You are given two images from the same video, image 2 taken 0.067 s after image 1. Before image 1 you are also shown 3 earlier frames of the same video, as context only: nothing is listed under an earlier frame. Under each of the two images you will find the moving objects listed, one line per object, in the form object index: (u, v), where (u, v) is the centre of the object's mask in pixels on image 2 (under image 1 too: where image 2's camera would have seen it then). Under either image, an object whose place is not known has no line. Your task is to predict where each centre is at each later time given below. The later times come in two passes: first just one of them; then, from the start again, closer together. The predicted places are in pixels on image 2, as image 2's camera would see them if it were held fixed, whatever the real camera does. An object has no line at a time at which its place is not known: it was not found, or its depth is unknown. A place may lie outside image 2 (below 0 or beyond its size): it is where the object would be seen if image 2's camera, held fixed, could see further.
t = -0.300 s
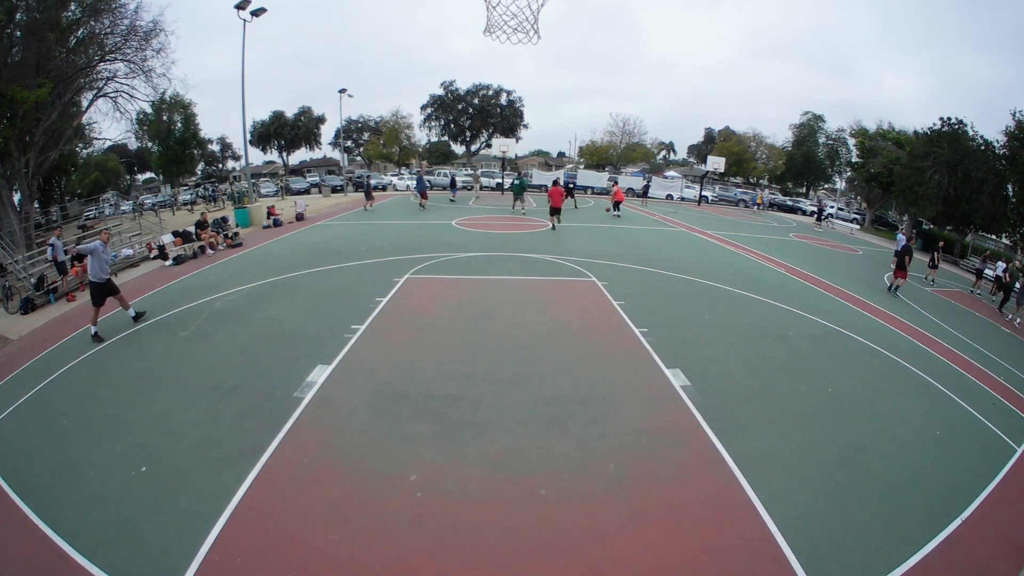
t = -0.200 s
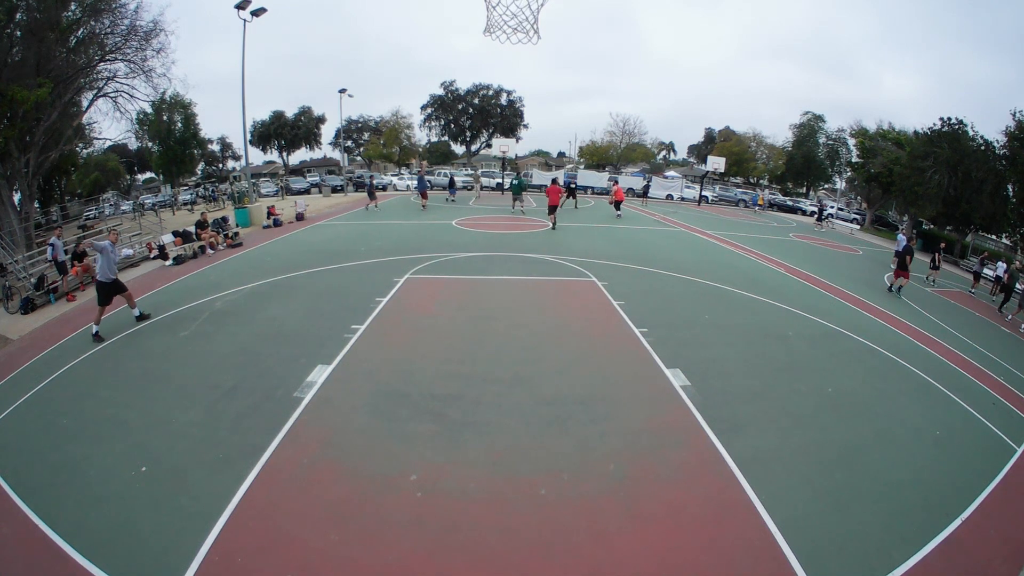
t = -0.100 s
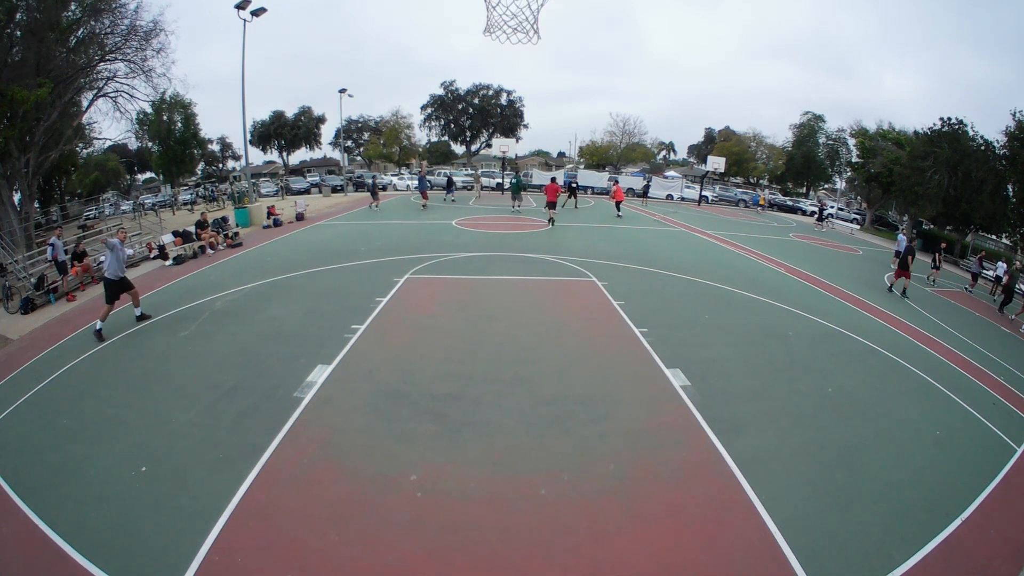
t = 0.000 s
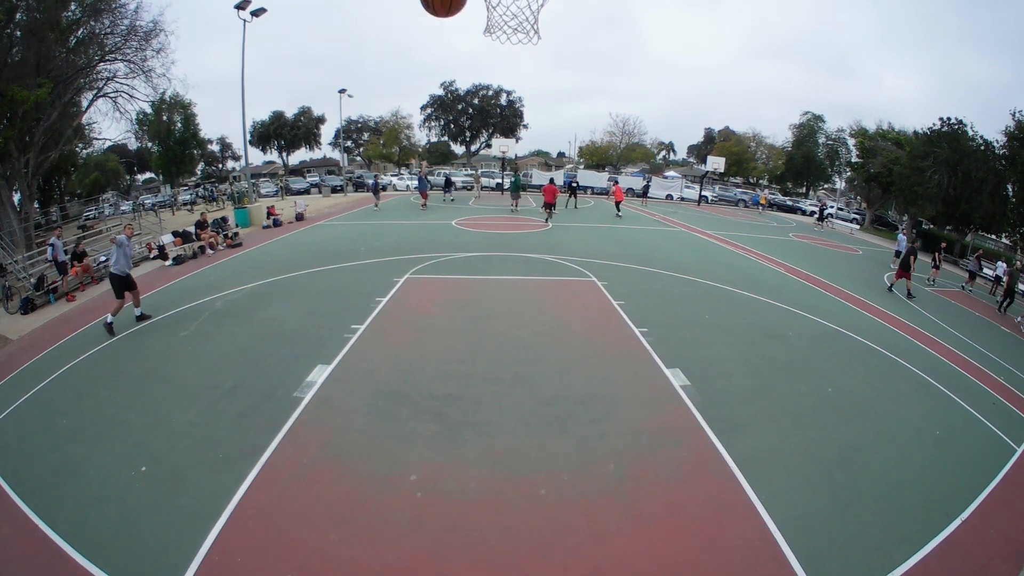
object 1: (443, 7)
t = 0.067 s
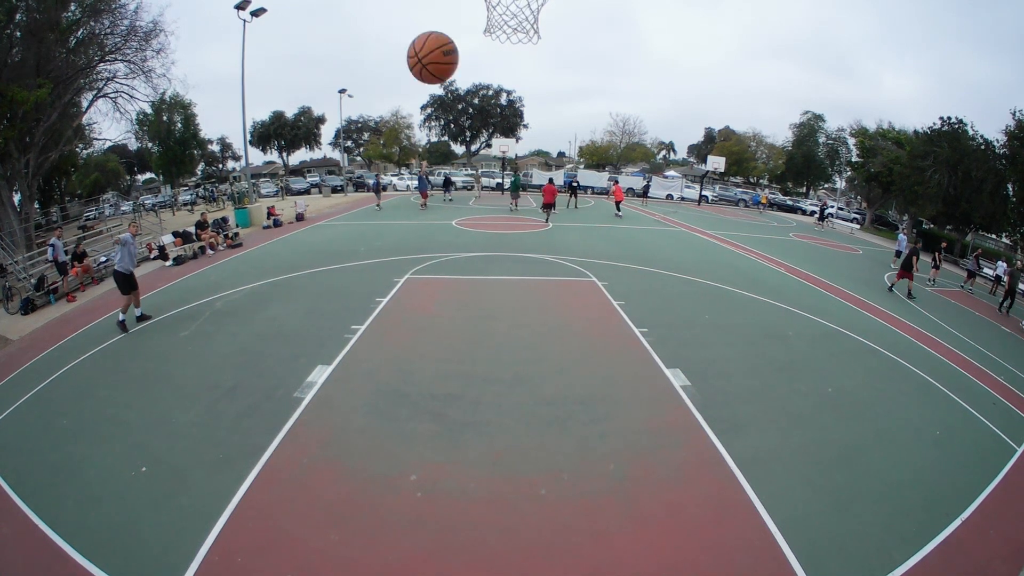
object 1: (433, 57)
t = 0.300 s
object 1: (417, 402)
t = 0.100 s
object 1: (427, 98)
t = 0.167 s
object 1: (419, 194)
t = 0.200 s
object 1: (417, 247)
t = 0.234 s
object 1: (416, 301)
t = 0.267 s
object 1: (415, 353)
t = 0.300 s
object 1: (417, 402)
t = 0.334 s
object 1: (420, 447)
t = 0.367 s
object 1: (423, 486)
